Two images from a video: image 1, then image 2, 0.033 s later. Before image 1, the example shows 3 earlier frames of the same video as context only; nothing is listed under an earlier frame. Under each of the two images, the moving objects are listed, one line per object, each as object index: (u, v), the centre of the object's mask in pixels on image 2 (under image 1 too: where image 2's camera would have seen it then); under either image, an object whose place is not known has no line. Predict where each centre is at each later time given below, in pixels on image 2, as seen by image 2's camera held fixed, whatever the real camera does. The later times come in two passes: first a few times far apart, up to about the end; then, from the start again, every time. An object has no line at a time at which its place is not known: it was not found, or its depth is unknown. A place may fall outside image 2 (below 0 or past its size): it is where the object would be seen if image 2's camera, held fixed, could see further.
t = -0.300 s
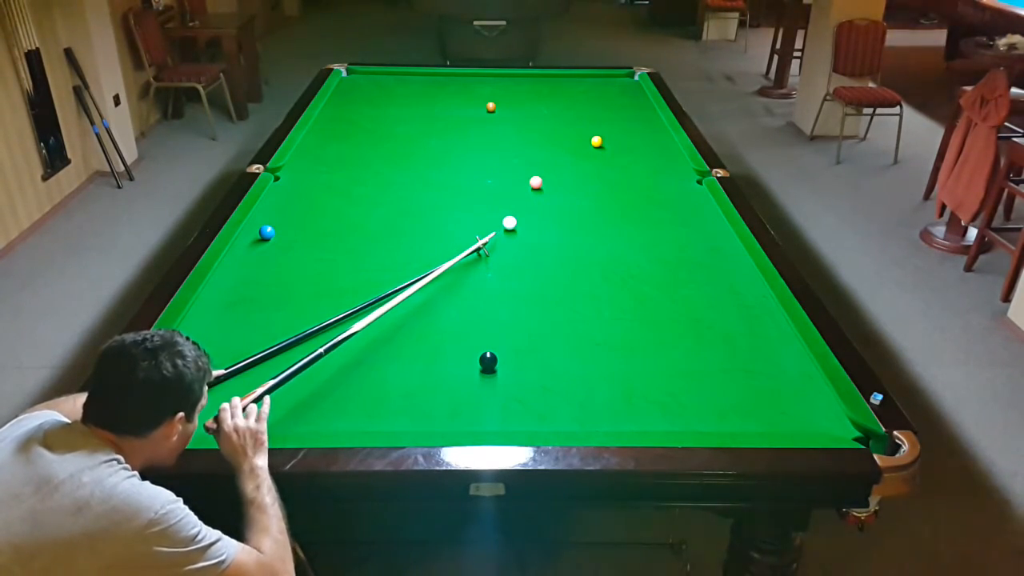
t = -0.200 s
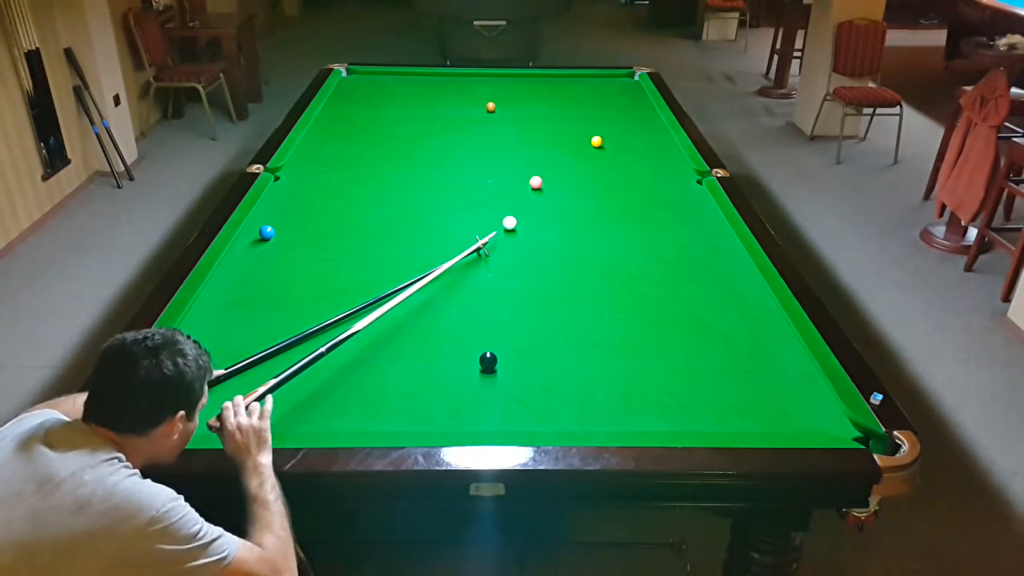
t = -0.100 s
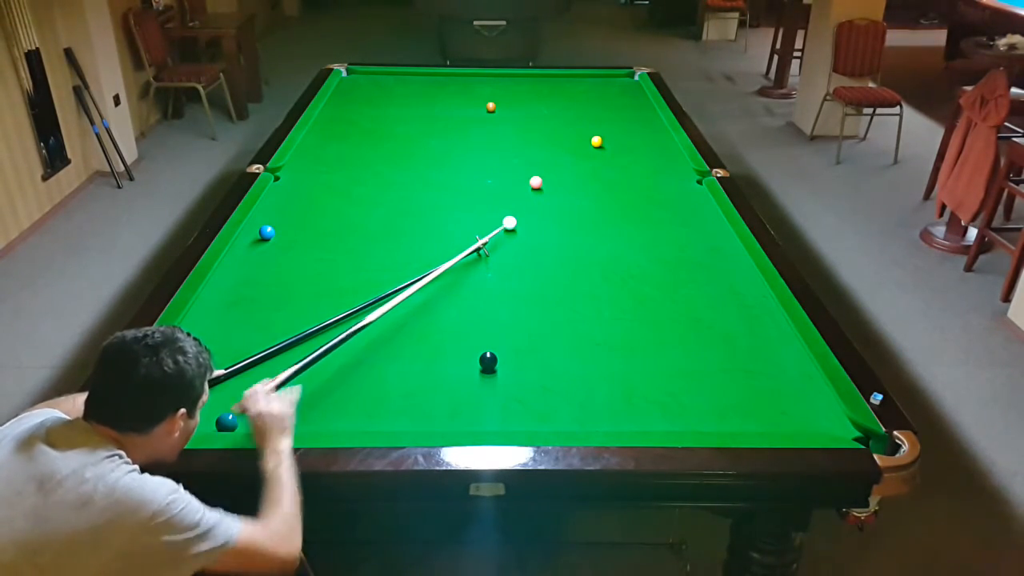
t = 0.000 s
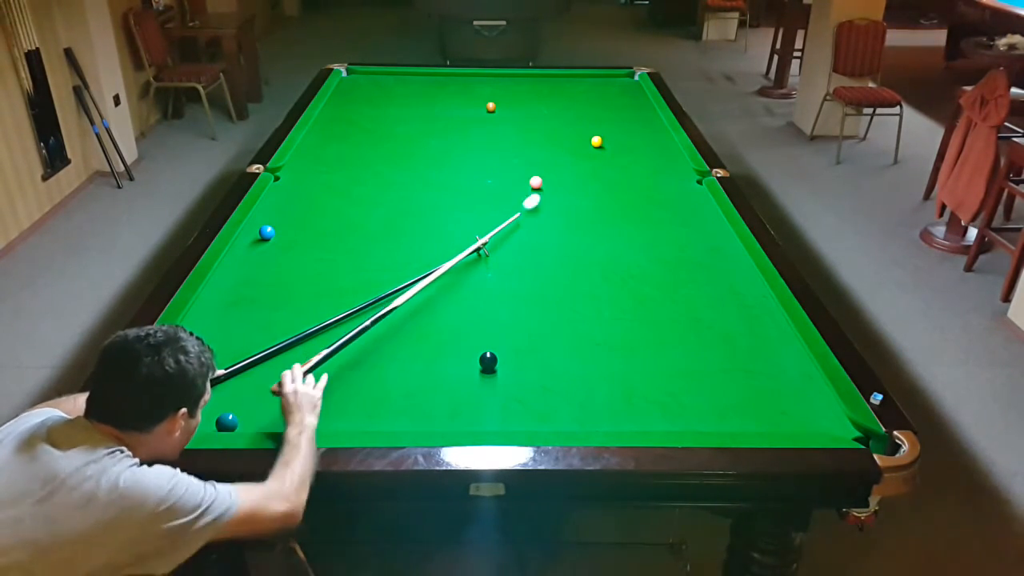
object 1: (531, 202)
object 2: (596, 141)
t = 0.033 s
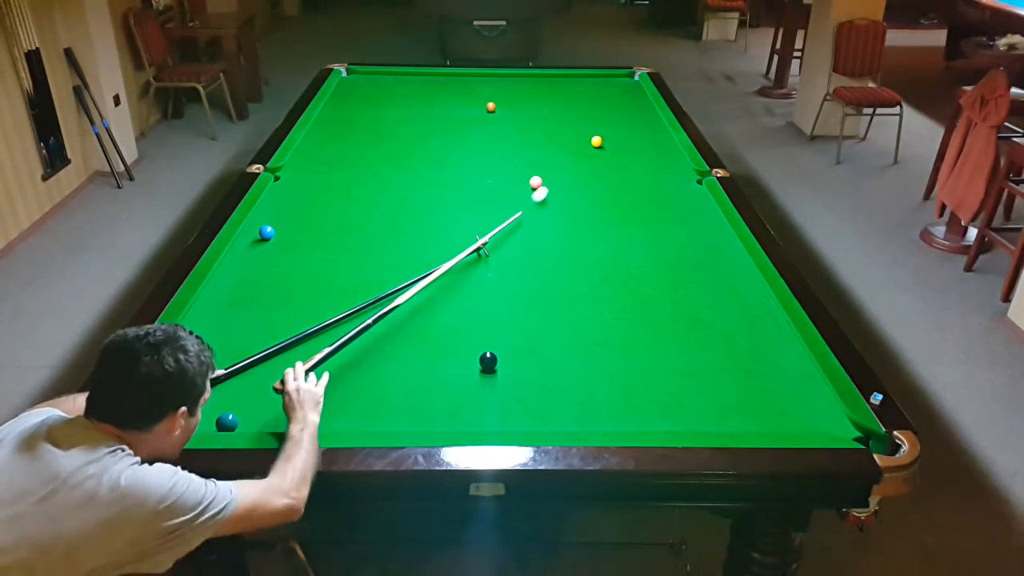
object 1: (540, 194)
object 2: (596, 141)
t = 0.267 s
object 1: (585, 154)
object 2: (596, 141)
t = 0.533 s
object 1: (620, 142)
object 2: (600, 120)
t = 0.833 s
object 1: (654, 134)
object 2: (604, 100)
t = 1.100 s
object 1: (649, 129)
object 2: (608, 84)
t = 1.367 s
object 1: (628, 124)
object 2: (613, 78)
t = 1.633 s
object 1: (610, 121)
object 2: (624, 87)
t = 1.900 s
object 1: (593, 117)
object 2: (635, 96)
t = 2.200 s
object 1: (577, 114)
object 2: (648, 107)
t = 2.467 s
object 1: (564, 111)
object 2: (652, 116)
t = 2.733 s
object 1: (552, 109)
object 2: (655, 125)
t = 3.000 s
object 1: (542, 107)
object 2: (656, 134)
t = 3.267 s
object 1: (533, 105)
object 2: (658, 143)
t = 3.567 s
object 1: (525, 103)
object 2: (661, 153)
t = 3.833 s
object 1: (520, 102)
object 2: (663, 162)
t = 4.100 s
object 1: (515, 101)
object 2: (665, 171)
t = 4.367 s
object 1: (512, 100)
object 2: (666, 180)
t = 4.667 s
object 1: (509, 99)
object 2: (668, 189)
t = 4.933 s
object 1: (509, 100)
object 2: (670, 198)
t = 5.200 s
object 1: (510, 100)
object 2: (671, 205)
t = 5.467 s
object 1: (510, 100)
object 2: (672, 212)
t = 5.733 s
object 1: (510, 100)
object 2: (673, 218)
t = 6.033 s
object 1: (510, 100)
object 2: (674, 225)
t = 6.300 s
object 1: (510, 100)
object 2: (675, 230)
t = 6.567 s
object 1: (510, 100)
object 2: (675, 233)
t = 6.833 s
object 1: (510, 100)
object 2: (675, 237)
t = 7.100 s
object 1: (510, 100)
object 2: (675, 239)
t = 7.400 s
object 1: (510, 100)
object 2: (676, 240)
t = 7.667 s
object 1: (510, 100)
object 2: (676, 241)
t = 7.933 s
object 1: (510, 100)
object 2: (676, 241)
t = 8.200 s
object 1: (510, 100)
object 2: (676, 241)
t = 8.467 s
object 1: (510, 100)
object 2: (676, 241)
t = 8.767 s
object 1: (510, 100)
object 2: (676, 241)
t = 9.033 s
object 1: (510, 100)
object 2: (676, 241)
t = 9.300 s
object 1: (510, 100)
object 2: (676, 241)
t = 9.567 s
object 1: (510, 100)
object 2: (676, 241)
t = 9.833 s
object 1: (510, 100)
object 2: (676, 241)
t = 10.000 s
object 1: (510, 100)
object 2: (676, 241)
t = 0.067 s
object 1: (548, 187)
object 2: (596, 141)
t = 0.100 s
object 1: (555, 181)
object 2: (596, 141)
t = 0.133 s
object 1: (561, 175)
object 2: (596, 141)
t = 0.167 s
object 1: (568, 169)
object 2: (596, 141)
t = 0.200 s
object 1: (574, 164)
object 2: (596, 141)
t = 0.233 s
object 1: (579, 159)
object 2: (596, 141)
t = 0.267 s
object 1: (585, 154)
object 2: (596, 141)
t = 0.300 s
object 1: (590, 150)
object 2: (596, 141)
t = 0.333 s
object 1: (595, 146)
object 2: (596, 138)
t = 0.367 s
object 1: (599, 145)
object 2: (597, 136)
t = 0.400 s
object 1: (603, 145)
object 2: (597, 133)
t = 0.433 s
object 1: (607, 144)
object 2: (598, 130)
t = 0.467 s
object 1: (611, 144)
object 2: (599, 126)
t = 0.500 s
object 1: (615, 143)
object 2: (600, 123)
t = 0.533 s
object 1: (620, 142)
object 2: (600, 120)
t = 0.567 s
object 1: (624, 141)
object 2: (601, 118)
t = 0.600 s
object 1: (628, 140)
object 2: (601, 115)
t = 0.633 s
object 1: (632, 139)
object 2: (602, 113)
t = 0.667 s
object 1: (635, 138)
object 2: (602, 111)
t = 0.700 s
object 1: (639, 137)
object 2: (603, 108)
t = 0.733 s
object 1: (643, 136)
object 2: (603, 106)
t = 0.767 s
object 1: (647, 136)
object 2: (603, 104)
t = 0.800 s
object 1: (651, 135)
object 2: (604, 102)
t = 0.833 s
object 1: (654, 134)
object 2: (604, 100)
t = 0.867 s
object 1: (658, 133)
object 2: (605, 97)
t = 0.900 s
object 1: (662, 132)
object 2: (605, 96)
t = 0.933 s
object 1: (664, 131)
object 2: (606, 93)
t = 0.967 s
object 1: (660, 131)
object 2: (606, 92)
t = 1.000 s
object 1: (657, 130)
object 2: (606, 90)
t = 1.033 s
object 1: (655, 130)
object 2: (607, 88)
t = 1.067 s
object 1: (652, 129)
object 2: (607, 86)
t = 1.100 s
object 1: (649, 129)
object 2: (608, 84)
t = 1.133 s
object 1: (646, 128)
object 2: (608, 82)
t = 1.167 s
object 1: (644, 127)
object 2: (608, 80)
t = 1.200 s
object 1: (641, 127)
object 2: (609, 79)
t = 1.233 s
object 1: (638, 126)
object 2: (609, 77)
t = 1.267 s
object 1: (636, 126)
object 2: (609, 76)
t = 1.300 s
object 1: (633, 125)
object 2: (610, 75)
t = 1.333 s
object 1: (631, 125)
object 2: (611, 76)
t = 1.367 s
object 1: (628, 124)
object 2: (613, 78)
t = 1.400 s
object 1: (626, 124)
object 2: (614, 79)
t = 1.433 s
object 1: (624, 123)
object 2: (616, 80)
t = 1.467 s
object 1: (621, 123)
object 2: (617, 81)
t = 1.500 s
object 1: (619, 122)
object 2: (619, 82)
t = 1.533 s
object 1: (617, 122)
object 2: (620, 83)
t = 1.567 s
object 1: (614, 121)
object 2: (621, 84)
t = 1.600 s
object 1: (612, 121)
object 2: (622, 86)
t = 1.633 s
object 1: (610, 121)
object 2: (624, 87)
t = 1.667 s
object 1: (608, 120)
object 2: (625, 88)
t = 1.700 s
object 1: (606, 120)
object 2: (627, 89)
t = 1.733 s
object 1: (603, 119)
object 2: (628, 90)
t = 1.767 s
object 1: (601, 119)
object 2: (630, 91)
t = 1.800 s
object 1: (599, 118)
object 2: (631, 92)
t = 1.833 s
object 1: (597, 118)
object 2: (632, 93)
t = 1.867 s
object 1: (595, 117)
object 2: (634, 95)
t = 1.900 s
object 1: (593, 117)
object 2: (635, 96)
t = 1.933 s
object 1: (591, 117)
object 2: (637, 97)
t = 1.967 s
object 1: (589, 116)
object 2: (638, 98)
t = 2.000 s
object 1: (587, 116)
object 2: (640, 99)
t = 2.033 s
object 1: (586, 115)
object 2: (641, 100)
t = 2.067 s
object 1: (584, 115)
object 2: (643, 102)
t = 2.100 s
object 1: (582, 115)
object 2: (644, 103)
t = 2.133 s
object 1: (580, 114)
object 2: (646, 104)
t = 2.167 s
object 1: (578, 114)
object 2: (647, 105)
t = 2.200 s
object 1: (577, 114)
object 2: (648, 107)
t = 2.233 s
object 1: (575, 113)
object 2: (650, 108)
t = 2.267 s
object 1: (573, 113)
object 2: (651, 109)
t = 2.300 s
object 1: (572, 113)
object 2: (651, 110)
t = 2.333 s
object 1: (570, 112)
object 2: (652, 111)
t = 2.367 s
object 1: (568, 112)
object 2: (652, 112)
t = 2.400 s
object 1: (567, 112)
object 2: (652, 113)
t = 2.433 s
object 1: (565, 111)
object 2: (652, 115)
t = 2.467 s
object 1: (564, 111)
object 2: (652, 116)
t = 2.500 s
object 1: (562, 111)
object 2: (653, 117)
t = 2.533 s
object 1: (561, 110)
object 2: (653, 118)
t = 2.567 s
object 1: (559, 110)
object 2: (653, 119)
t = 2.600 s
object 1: (558, 110)
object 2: (653, 120)
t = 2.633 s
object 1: (556, 109)
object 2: (654, 121)
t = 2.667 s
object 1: (555, 109)
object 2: (654, 122)
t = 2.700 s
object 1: (553, 109)
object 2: (654, 123)
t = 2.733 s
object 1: (552, 109)
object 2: (655, 125)
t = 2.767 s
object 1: (551, 108)
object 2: (655, 126)
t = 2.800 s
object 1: (549, 108)
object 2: (655, 127)
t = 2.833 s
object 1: (548, 108)
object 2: (655, 128)
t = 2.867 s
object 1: (547, 108)
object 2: (655, 129)
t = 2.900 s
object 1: (546, 107)
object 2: (656, 130)
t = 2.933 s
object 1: (544, 107)
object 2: (656, 132)
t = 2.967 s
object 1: (543, 107)
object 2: (656, 133)
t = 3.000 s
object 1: (542, 107)
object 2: (656, 134)
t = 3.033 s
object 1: (541, 106)
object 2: (657, 135)
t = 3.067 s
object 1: (540, 106)
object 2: (657, 136)
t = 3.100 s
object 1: (539, 106)
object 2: (657, 137)
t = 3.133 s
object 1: (537, 106)
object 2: (657, 138)
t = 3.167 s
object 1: (536, 105)
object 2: (658, 139)
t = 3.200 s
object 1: (535, 105)
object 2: (658, 141)
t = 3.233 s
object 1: (534, 105)
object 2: (658, 142)
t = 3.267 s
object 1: (533, 105)
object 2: (658, 143)
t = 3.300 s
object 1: (532, 105)
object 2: (659, 144)
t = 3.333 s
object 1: (532, 104)
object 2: (659, 145)
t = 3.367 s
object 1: (531, 104)
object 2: (659, 146)
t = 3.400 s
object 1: (530, 104)
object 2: (659, 148)
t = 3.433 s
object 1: (529, 104)
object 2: (660, 149)
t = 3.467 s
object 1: (528, 104)
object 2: (660, 150)
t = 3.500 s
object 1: (527, 103)
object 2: (660, 151)
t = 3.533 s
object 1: (526, 103)
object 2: (660, 152)
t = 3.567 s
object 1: (525, 103)
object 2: (661, 153)
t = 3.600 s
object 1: (525, 103)
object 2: (661, 154)
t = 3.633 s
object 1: (524, 103)
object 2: (661, 156)
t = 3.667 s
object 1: (523, 103)
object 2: (661, 157)
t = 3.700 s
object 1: (522, 103)
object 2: (662, 158)
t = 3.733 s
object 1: (521, 102)
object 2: (662, 159)
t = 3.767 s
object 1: (521, 102)
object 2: (662, 160)
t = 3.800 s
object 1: (520, 102)
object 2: (662, 161)
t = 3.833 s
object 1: (520, 102)
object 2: (663, 162)
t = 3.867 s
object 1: (519, 102)
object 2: (663, 164)
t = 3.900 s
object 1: (518, 102)
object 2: (663, 165)
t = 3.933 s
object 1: (518, 102)
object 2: (663, 166)
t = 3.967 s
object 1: (517, 101)
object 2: (664, 167)
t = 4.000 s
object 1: (517, 101)
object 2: (664, 168)
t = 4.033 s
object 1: (516, 101)
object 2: (664, 169)
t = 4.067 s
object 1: (516, 101)
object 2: (664, 170)
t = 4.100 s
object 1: (515, 101)
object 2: (665, 171)
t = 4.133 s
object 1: (514, 101)
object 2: (665, 172)
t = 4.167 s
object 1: (514, 101)
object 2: (665, 174)
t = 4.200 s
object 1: (514, 101)
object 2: (665, 175)
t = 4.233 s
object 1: (513, 101)
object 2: (665, 176)
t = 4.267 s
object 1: (513, 101)
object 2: (666, 177)
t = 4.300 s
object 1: (512, 100)
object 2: (666, 178)
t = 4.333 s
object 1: (512, 100)
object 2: (666, 179)
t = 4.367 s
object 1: (512, 100)
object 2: (666, 180)
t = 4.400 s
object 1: (511, 100)
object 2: (667, 181)
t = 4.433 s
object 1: (511, 100)
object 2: (667, 182)
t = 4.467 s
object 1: (511, 100)
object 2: (667, 183)
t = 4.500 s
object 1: (511, 100)
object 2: (667, 184)
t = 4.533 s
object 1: (510, 100)
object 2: (668, 186)
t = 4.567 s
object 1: (510, 100)
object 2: (668, 187)
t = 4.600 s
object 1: (509, 100)
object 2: (668, 188)
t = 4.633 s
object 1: (509, 100)
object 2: (668, 189)
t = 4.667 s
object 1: (509, 99)
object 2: (668, 189)
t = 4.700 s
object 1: (509, 100)
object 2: (668, 191)
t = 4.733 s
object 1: (509, 100)
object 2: (668, 192)
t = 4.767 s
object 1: (509, 99)
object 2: (669, 193)
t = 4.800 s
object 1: (509, 99)
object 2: (669, 193)
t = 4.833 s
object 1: (509, 99)
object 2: (669, 195)
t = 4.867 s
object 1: (509, 100)
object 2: (669, 196)
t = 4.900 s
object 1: (509, 100)
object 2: (669, 197)
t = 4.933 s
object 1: (509, 100)
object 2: (670, 198)
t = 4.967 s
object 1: (509, 100)
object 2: (670, 199)
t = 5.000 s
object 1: (509, 100)
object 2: (670, 199)
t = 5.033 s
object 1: (509, 99)
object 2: (670, 200)
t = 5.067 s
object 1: (509, 100)
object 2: (670, 202)
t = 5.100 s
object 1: (510, 100)
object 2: (670, 202)
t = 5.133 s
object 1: (510, 100)
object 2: (670, 203)
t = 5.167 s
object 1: (510, 100)
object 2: (671, 204)
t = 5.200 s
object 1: (510, 100)
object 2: (671, 205)
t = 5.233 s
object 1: (510, 100)
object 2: (671, 206)
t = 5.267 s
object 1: (510, 100)
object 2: (671, 207)
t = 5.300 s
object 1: (510, 100)
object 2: (671, 208)
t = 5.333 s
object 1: (510, 100)
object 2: (671, 209)
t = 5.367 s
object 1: (510, 100)
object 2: (671, 209)
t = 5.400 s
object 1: (510, 100)
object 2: (672, 210)
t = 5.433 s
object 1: (510, 100)
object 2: (672, 211)
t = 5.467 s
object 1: (510, 100)
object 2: (672, 212)
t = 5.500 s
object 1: (510, 100)
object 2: (672, 213)
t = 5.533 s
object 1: (510, 100)
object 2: (672, 214)
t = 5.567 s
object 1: (510, 100)
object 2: (672, 214)
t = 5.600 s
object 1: (510, 100)
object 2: (672, 215)
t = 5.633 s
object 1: (510, 100)
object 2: (672, 216)
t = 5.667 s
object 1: (510, 100)
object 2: (672, 217)
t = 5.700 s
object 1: (510, 100)
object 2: (672, 218)
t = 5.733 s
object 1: (510, 100)
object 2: (673, 218)
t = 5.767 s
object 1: (510, 100)
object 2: (673, 219)
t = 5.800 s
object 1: (510, 100)
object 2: (673, 220)
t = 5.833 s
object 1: (510, 100)
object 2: (673, 220)
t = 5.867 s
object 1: (510, 100)
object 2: (673, 221)
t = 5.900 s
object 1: (510, 100)
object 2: (673, 222)
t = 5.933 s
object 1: (510, 100)
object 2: (673, 223)
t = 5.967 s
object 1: (510, 100)
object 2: (673, 223)
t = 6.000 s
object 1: (510, 100)
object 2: (673, 224)
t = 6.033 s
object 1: (510, 100)
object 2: (674, 225)
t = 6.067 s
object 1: (510, 100)
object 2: (674, 225)
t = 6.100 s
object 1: (510, 100)
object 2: (674, 226)
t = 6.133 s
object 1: (510, 100)
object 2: (674, 226)
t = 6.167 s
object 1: (510, 100)
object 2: (674, 227)
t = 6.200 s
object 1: (510, 100)
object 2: (674, 228)
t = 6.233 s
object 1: (510, 100)
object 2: (674, 228)
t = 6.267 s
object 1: (510, 100)
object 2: (674, 229)
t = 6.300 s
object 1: (510, 100)
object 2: (675, 230)
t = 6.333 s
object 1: (510, 100)
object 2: (675, 230)
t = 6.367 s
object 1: (510, 100)
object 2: (675, 231)
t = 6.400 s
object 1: (510, 100)
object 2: (675, 231)
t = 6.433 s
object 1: (510, 100)
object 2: (675, 231)
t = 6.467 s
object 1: (510, 100)
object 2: (675, 232)
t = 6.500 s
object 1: (510, 100)
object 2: (675, 232)
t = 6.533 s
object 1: (510, 100)
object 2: (675, 233)
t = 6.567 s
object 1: (510, 100)
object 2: (675, 233)
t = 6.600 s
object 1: (510, 100)
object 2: (675, 234)
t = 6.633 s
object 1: (510, 100)
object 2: (675, 234)
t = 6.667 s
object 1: (510, 100)
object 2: (675, 235)
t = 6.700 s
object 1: (510, 100)
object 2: (675, 235)
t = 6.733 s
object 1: (510, 100)
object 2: (675, 236)
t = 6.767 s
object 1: (510, 100)
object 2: (675, 236)
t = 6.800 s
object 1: (510, 100)
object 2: (675, 236)
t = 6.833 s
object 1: (510, 100)
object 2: (675, 237)
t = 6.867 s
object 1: (510, 100)
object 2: (675, 237)
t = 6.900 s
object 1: (510, 100)
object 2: (675, 237)
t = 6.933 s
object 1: (510, 100)
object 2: (675, 238)
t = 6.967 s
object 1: (510, 100)
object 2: (675, 238)
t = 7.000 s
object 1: (510, 100)
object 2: (675, 238)
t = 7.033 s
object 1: (510, 100)
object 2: (675, 238)
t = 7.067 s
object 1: (510, 100)
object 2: (675, 239)
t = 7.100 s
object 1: (510, 100)
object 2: (675, 239)
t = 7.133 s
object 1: (510, 100)
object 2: (675, 239)
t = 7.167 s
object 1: (510, 100)
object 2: (676, 239)
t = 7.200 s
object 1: (510, 100)
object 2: (676, 239)
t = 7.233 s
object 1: (510, 100)
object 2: (676, 240)
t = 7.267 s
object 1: (510, 100)
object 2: (676, 240)
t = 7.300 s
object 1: (510, 100)
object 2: (676, 240)
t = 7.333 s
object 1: (510, 100)
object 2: (676, 240)
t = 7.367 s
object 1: (510, 100)
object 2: (676, 240)
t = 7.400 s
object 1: (510, 100)
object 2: (676, 240)
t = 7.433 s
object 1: (510, 100)
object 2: (676, 240)
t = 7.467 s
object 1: (510, 100)
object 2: (676, 240)
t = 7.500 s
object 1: (510, 100)
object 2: (676, 240)
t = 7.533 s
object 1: (510, 100)
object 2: (676, 240)
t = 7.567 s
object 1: (510, 100)
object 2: (676, 241)
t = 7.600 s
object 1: (510, 100)
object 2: (676, 241)
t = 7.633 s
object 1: (510, 100)
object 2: (676, 241)
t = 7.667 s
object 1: (510, 100)
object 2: (676, 241)
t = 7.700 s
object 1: (510, 100)
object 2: (676, 241)
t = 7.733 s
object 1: (510, 100)
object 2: (676, 241)
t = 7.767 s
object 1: (510, 100)
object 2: (676, 241)
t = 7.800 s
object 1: (510, 100)
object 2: (676, 241)
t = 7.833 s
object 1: (510, 100)
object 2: (676, 241)
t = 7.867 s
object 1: (510, 100)
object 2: (676, 241)
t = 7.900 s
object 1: (510, 100)
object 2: (676, 241)
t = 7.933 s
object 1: (510, 100)
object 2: (676, 241)
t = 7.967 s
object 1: (510, 100)
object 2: (676, 241)
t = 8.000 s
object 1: (510, 100)
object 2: (676, 241)
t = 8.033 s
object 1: (510, 100)
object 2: (676, 241)
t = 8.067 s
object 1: (510, 100)
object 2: (676, 241)
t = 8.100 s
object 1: (510, 100)
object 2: (676, 241)
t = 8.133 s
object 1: (510, 100)
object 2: (676, 241)
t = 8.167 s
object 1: (510, 100)
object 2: (676, 241)
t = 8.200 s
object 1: (510, 100)
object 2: (676, 241)
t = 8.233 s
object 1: (510, 100)
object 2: (676, 241)
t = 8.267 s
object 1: (510, 100)
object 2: (676, 241)
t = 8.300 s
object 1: (510, 100)
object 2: (676, 241)
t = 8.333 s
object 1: (510, 100)
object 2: (676, 241)
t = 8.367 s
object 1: (510, 100)
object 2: (676, 241)
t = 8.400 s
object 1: (510, 100)
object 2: (676, 241)
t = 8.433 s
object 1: (510, 100)
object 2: (676, 241)
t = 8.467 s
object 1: (510, 100)
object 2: (676, 241)
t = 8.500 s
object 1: (510, 100)
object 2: (676, 241)
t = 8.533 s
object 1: (510, 100)
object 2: (676, 241)
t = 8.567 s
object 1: (510, 100)
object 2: (676, 241)
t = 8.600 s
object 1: (510, 100)
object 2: (676, 241)
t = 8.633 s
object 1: (510, 100)
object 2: (676, 241)
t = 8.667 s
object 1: (510, 100)
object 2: (676, 241)
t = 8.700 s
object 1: (510, 100)
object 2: (676, 241)
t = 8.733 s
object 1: (510, 100)
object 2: (676, 241)
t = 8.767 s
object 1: (510, 100)
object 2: (676, 241)
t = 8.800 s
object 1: (510, 100)
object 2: (676, 241)
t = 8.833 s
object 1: (510, 100)
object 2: (676, 241)
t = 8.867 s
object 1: (510, 100)
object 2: (676, 241)
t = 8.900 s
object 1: (510, 100)
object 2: (676, 241)
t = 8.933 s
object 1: (510, 100)
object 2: (676, 241)
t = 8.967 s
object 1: (510, 100)
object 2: (676, 241)
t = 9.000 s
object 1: (510, 100)
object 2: (676, 241)
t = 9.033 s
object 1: (510, 100)
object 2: (676, 241)
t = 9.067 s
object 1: (510, 100)
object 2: (676, 241)
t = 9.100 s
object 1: (510, 100)
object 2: (676, 241)
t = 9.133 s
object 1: (510, 100)
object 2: (676, 241)
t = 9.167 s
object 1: (510, 100)
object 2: (676, 241)
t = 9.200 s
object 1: (510, 100)
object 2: (676, 241)
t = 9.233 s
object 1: (510, 100)
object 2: (676, 241)
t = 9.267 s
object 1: (510, 100)
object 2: (676, 241)
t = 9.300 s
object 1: (510, 100)
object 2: (676, 241)
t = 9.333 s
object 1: (510, 100)
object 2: (676, 241)
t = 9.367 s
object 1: (510, 100)
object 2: (676, 241)
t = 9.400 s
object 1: (510, 100)
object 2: (676, 241)
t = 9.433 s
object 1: (510, 100)
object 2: (676, 241)
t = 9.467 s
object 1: (510, 100)
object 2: (676, 241)
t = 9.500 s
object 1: (510, 100)
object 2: (676, 241)
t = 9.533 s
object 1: (510, 100)
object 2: (676, 241)
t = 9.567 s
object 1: (510, 100)
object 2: (676, 241)
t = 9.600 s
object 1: (510, 100)
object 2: (676, 241)
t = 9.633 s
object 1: (510, 100)
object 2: (676, 241)
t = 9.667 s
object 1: (510, 100)
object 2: (676, 241)
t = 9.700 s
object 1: (510, 100)
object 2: (676, 241)
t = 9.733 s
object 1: (510, 100)
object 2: (676, 241)
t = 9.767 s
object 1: (510, 100)
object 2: (676, 241)
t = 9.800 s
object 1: (510, 100)
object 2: (676, 241)
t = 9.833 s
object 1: (510, 100)
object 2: (676, 241)
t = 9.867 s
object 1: (510, 100)
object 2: (676, 241)
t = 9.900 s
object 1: (510, 100)
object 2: (676, 241)
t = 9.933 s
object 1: (510, 100)
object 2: (676, 241)
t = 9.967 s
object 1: (510, 100)
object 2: (676, 241)
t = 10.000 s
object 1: (510, 100)
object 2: (676, 241)
